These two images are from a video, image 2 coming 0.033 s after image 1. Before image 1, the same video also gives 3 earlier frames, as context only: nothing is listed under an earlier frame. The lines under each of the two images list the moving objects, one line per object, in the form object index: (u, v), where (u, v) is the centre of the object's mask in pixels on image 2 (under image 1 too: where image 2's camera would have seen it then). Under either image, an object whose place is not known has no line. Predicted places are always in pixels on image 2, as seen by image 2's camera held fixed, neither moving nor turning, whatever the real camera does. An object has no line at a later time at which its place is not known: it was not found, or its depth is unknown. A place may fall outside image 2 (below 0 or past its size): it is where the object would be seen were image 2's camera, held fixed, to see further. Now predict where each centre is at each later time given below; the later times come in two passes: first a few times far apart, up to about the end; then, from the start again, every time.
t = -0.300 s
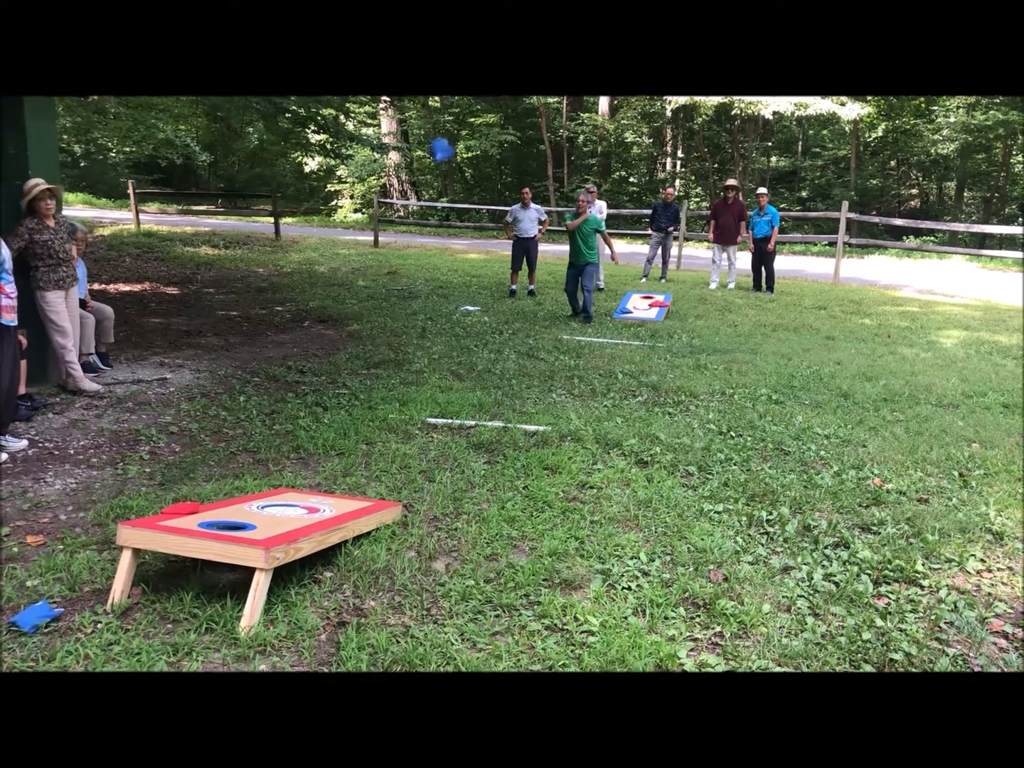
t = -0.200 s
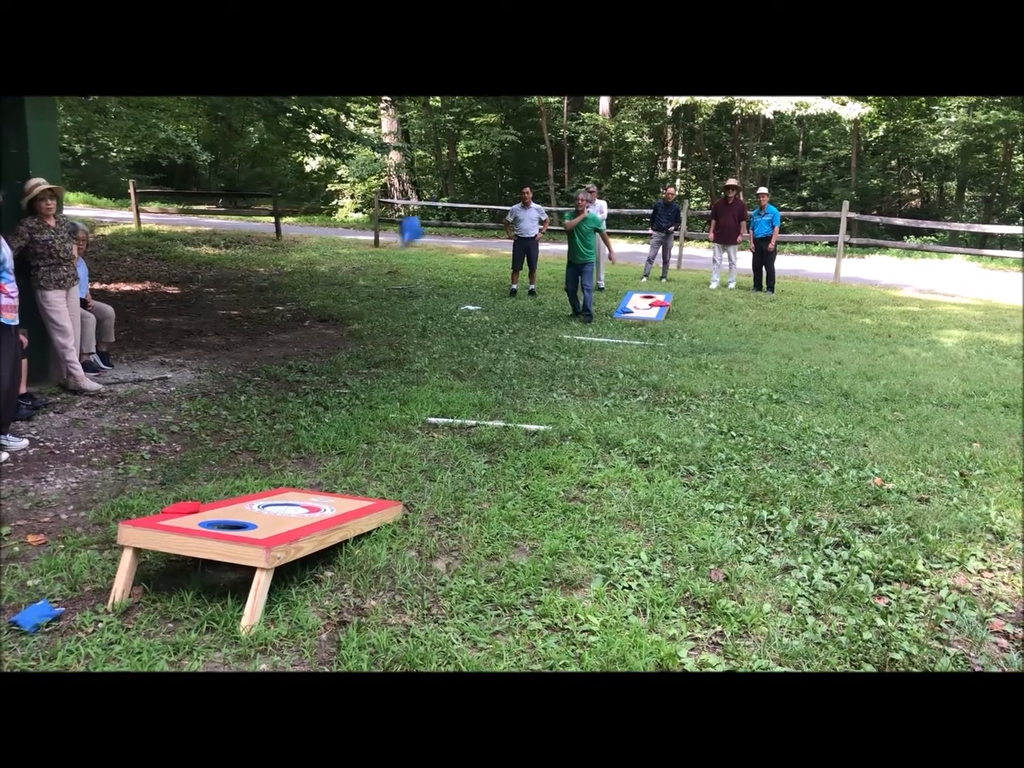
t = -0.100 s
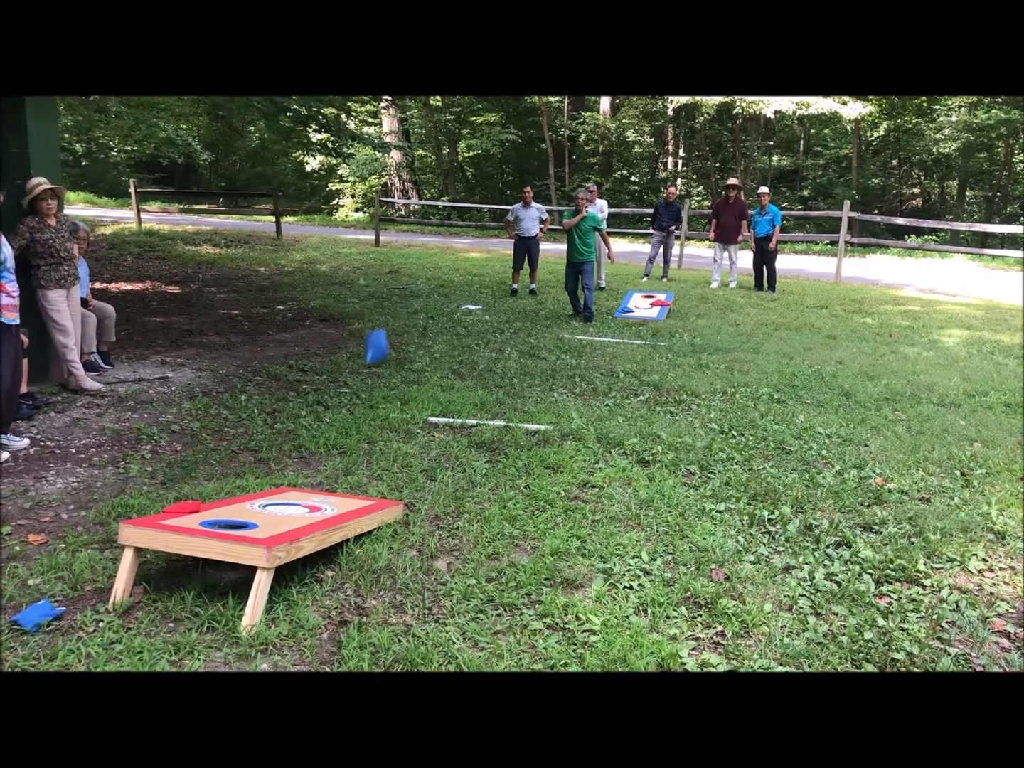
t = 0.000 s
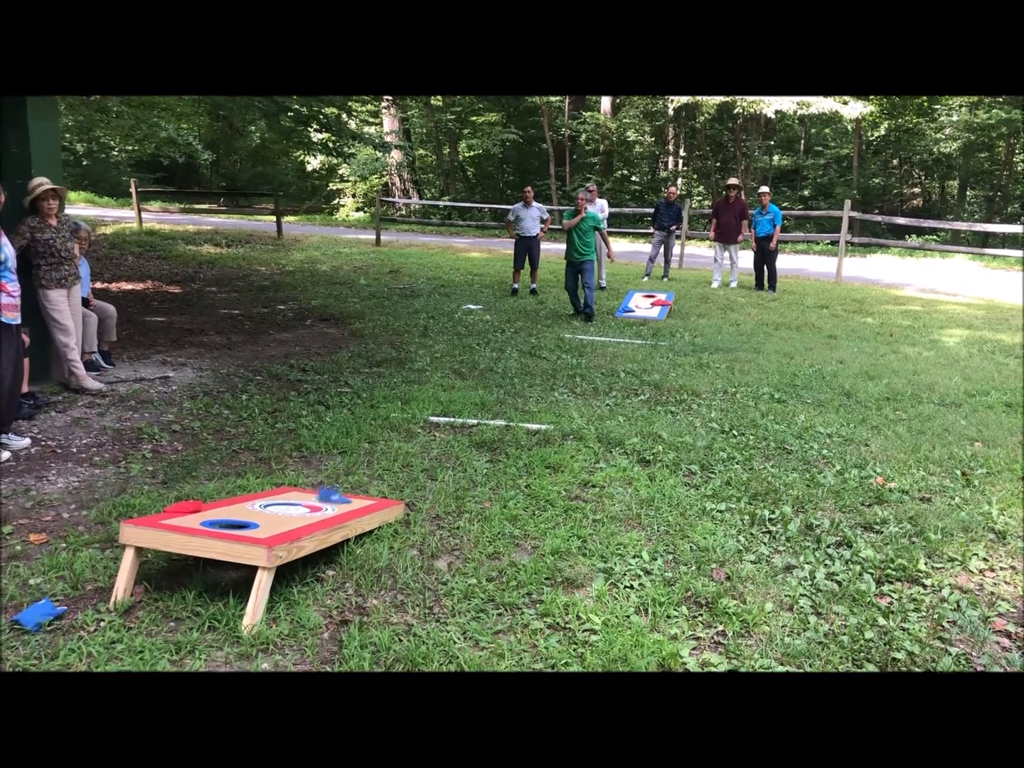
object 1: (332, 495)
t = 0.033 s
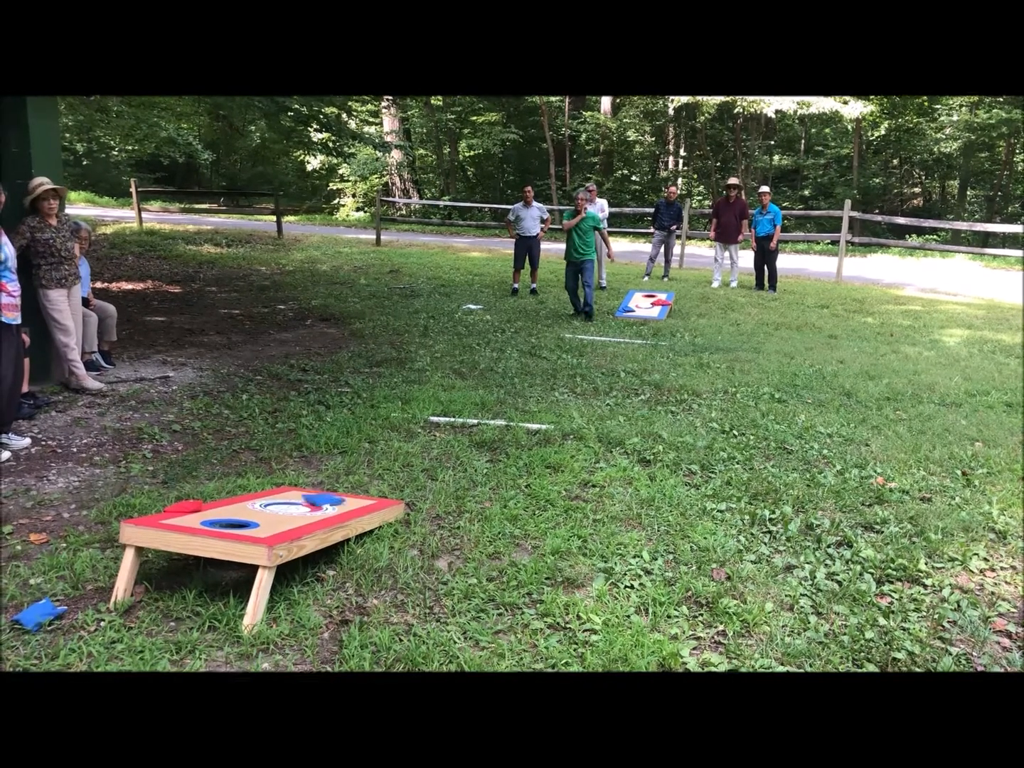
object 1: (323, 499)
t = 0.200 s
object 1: (289, 511)
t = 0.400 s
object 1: (268, 518)
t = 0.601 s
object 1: (267, 519)
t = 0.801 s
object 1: (267, 519)
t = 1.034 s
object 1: (267, 519)
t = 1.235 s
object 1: (267, 519)
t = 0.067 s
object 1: (316, 502)
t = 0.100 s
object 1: (309, 504)
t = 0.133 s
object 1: (301, 507)
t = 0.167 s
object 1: (295, 509)
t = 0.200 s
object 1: (289, 511)
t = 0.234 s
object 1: (285, 512)
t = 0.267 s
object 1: (280, 514)
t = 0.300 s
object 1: (276, 515)
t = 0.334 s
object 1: (273, 517)
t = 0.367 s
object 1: (270, 517)
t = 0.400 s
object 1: (268, 518)
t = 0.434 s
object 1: (267, 519)
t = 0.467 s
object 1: (267, 519)
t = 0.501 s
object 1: (267, 519)
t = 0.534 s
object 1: (267, 519)
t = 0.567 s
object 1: (267, 519)
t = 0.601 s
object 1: (267, 519)
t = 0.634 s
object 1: (267, 519)
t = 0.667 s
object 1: (267, 519)
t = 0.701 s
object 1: (267, 519)
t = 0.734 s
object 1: (267, 519)
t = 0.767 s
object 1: (267, 519)
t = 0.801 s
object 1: (267, 519)
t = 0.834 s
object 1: (267, 519)
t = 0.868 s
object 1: (267, 519)
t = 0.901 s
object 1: (267, 519)
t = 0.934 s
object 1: (267, 519)
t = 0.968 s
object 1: (267, 519)
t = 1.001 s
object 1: (267, 519)
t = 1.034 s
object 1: (267, 519)
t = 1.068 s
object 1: (267, 519)
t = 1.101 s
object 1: (267, 519)
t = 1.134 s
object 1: (267, 519)
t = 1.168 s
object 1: (267, 519)
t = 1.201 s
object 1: (267, 519)
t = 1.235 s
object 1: (267, 519)
